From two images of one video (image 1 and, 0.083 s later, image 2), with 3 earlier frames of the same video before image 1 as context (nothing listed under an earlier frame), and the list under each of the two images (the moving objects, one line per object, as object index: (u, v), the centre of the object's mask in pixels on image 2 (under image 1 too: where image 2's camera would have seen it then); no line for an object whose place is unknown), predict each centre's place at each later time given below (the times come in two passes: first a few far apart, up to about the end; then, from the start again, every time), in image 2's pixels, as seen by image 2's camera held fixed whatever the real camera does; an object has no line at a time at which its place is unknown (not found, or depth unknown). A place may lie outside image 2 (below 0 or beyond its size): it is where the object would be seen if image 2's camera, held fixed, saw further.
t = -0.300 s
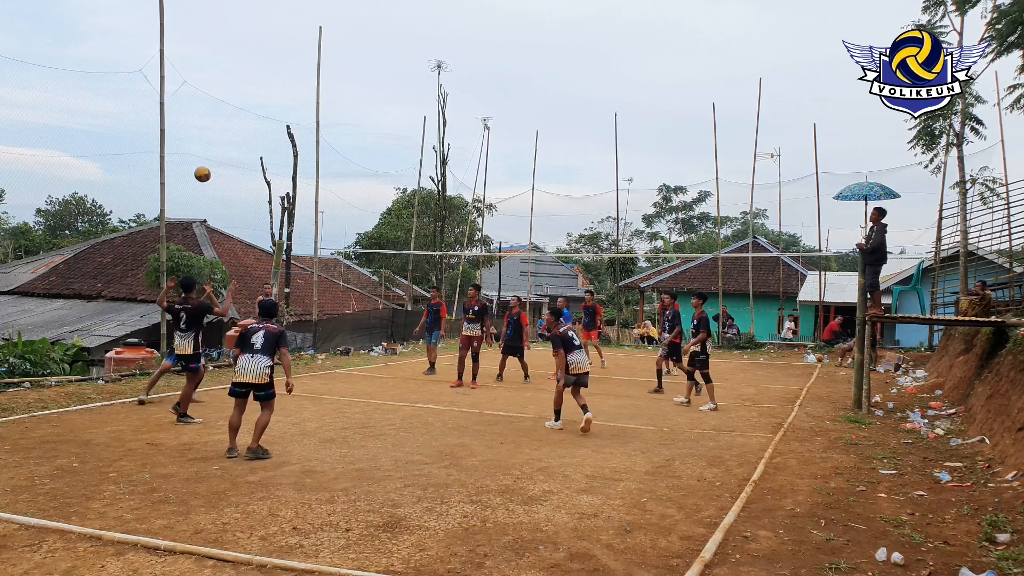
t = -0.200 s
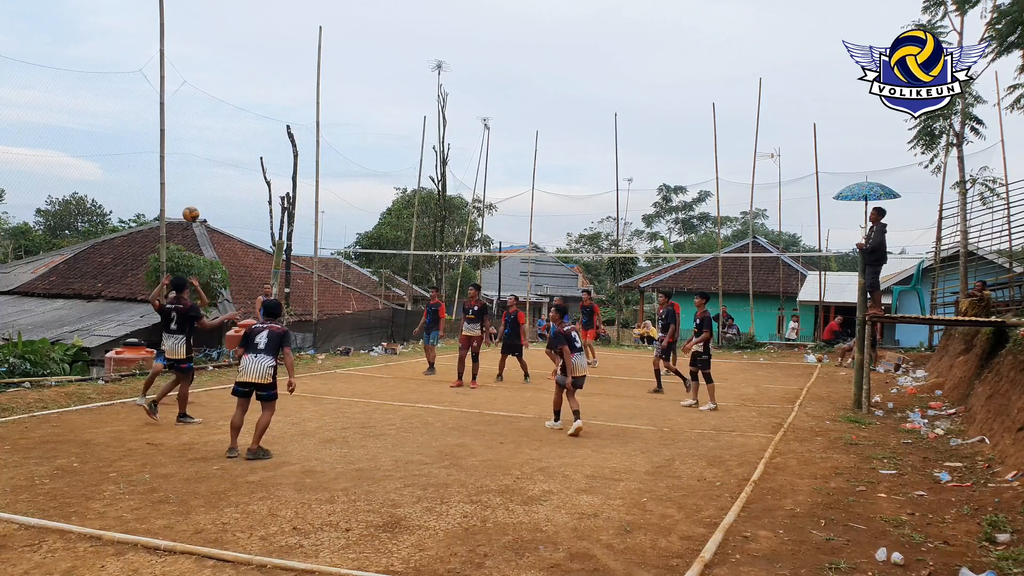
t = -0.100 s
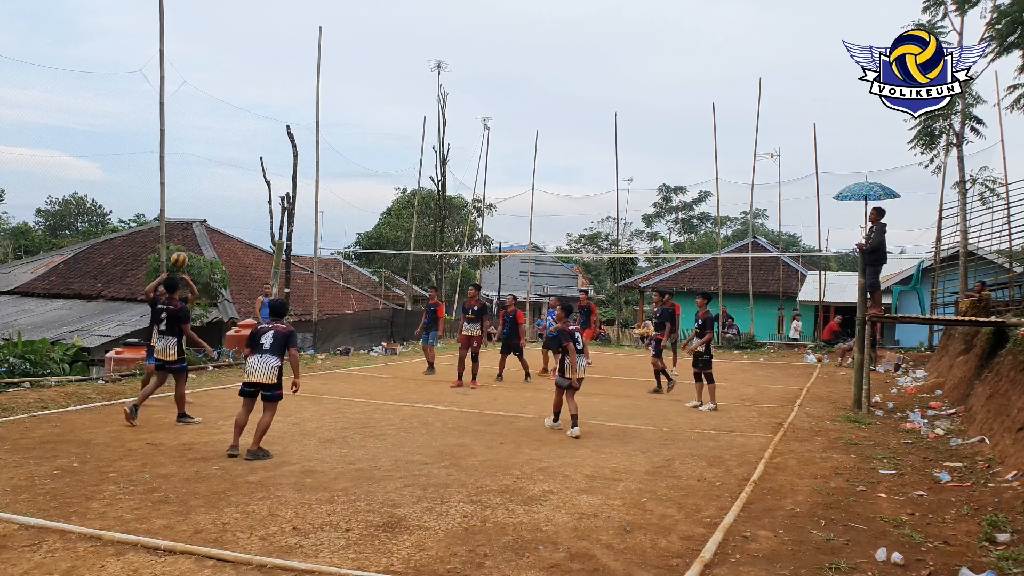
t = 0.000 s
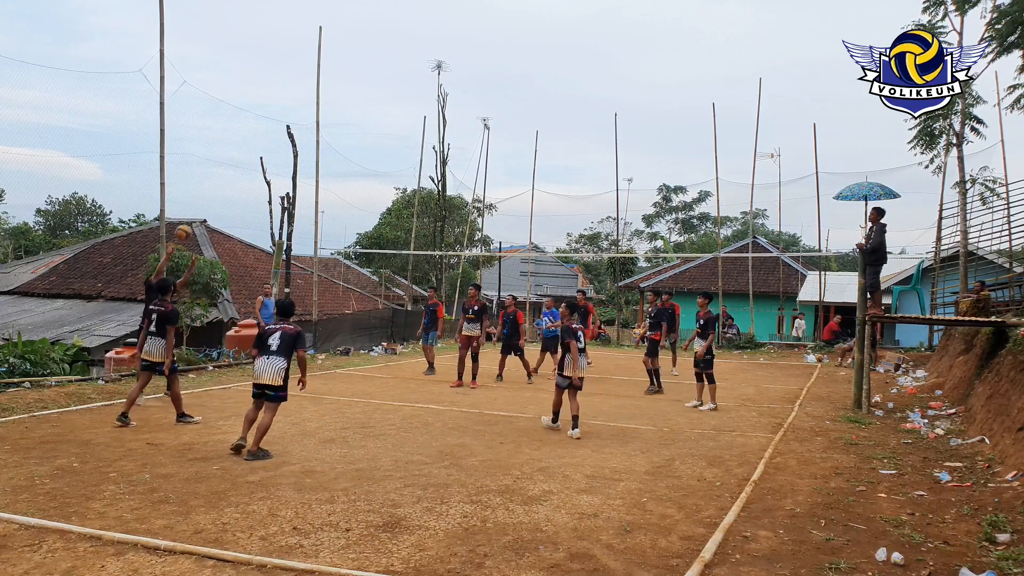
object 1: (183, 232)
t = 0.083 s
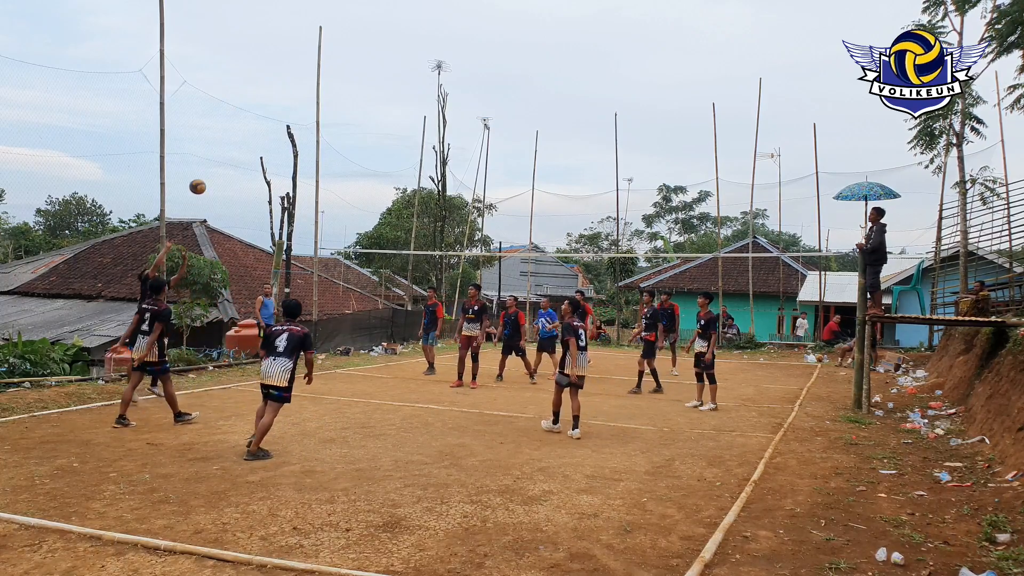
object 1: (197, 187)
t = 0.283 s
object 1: (229, 97)
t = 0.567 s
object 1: (272, 21)
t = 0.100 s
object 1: (200, 178)
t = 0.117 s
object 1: (203, 170)
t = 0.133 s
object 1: (206, 162)
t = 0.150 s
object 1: (208, 154)
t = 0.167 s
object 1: (211, 146)
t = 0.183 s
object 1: (213, 138)
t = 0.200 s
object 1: (216, 131)
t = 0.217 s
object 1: (219, 124)
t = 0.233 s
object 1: (221, 117)
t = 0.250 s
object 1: (224, 110)
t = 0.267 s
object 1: (227, 103)
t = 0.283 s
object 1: (229, 97)
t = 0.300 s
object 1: (232, 91)
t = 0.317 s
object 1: (234, 85)
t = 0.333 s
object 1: (237, 79)
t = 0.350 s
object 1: (240, 73)
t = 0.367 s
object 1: (242, 68)
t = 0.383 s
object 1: (245, 63)
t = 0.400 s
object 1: (247, 58)
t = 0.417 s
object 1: (250, 54)
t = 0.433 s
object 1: (252, 49)
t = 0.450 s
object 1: (255, 45)
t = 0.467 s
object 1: (257, 41)
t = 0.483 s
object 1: (260, 37)
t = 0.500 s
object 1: (262, 33)
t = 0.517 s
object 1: (265, 30)
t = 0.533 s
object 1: (267, 27)
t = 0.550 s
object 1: (269, 24)
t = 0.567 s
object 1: (272, 21)
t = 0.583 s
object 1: (274, 18)
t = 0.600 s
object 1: (277, 16)
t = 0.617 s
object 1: (279, 14)
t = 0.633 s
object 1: (281, 12)
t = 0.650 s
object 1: (283, 10)
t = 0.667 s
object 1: (286, 8)
